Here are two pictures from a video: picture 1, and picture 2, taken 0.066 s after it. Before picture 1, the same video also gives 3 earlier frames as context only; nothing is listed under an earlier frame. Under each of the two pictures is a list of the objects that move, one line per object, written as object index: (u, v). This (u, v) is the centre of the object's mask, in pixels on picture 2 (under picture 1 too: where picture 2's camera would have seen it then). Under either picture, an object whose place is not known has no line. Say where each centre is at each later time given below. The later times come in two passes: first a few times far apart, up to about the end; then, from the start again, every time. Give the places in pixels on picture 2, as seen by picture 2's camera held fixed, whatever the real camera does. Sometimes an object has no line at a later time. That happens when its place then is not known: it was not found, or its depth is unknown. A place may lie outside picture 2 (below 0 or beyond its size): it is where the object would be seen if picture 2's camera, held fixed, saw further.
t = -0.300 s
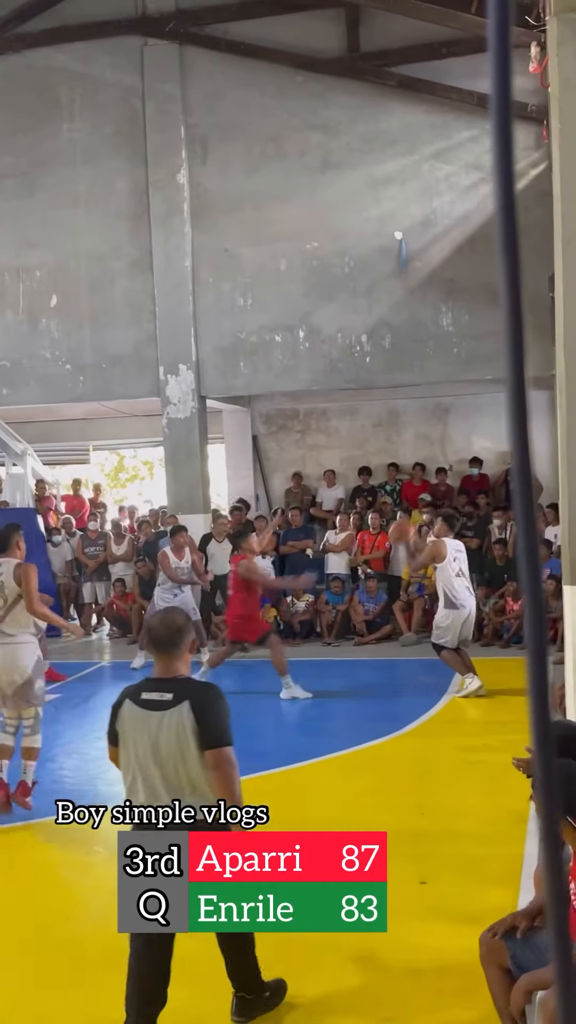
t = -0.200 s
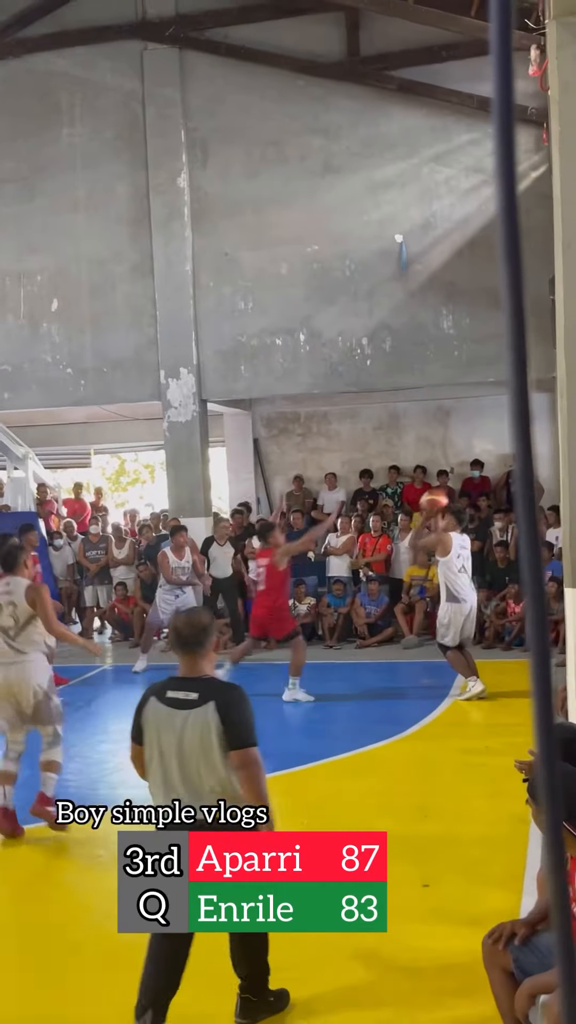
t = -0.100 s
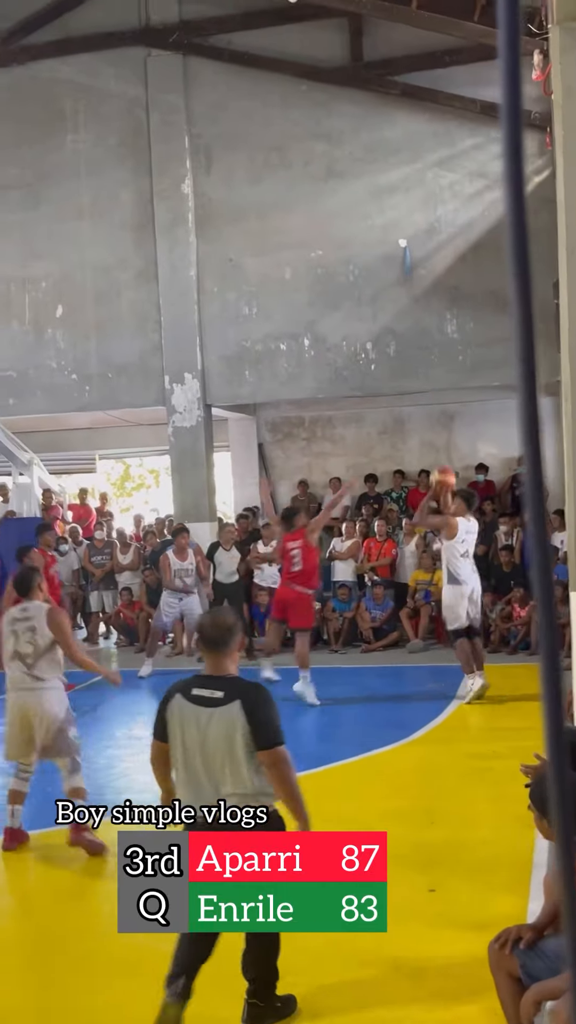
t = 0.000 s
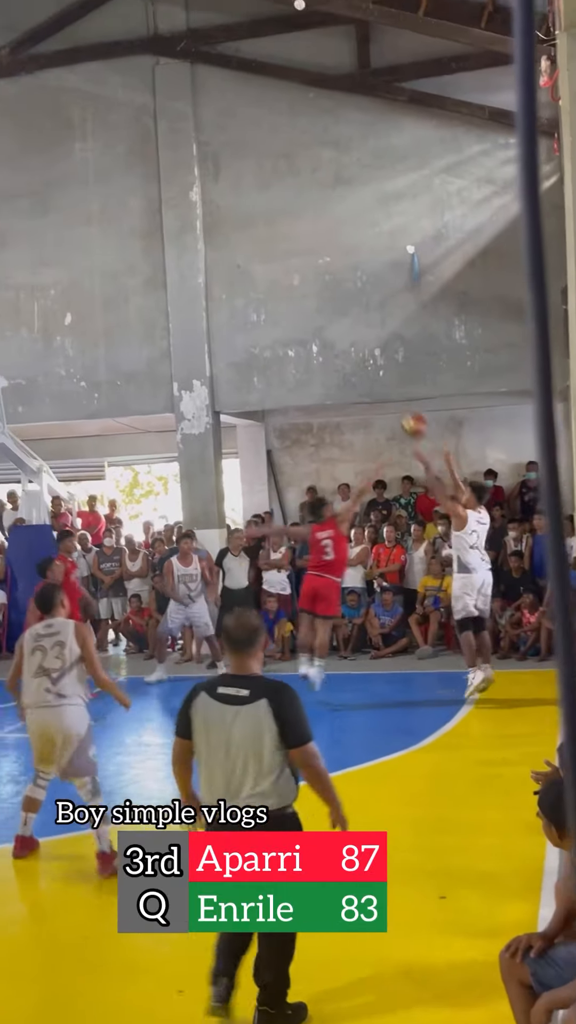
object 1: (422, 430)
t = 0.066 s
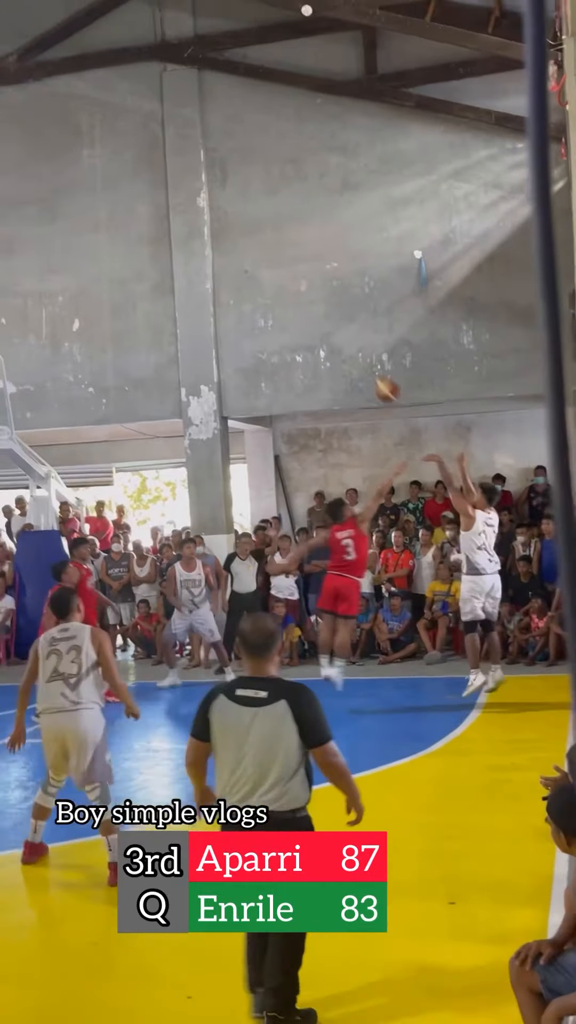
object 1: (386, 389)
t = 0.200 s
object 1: (317, 324)
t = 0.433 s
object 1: (207, 256)
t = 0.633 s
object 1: (120, 241)
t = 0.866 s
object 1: (27, 269)
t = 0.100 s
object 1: (369, 371)
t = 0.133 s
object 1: (352, 354)
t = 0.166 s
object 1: (335, 338)
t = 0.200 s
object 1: (317, 324)
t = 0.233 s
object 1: (301, 310)
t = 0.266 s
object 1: (285, 299)
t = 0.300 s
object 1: (269, 288)
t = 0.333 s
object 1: (253, 278)
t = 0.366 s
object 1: (237, 270)
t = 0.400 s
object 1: (222, 262)
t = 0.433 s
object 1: (207, 256)
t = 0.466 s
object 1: (192, 251)
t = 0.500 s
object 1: (177, 247)
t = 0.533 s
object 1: (163, 245)
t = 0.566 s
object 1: (148, 243)
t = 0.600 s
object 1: (134, 241)
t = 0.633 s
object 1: (120, 241)
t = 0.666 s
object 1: (106, 243)
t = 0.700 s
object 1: (93, 245)
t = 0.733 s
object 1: (79, 247)
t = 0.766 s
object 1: (66, 251)
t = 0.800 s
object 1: (53, 257)
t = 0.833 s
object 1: (40, 263)
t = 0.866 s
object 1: (27, 269)
